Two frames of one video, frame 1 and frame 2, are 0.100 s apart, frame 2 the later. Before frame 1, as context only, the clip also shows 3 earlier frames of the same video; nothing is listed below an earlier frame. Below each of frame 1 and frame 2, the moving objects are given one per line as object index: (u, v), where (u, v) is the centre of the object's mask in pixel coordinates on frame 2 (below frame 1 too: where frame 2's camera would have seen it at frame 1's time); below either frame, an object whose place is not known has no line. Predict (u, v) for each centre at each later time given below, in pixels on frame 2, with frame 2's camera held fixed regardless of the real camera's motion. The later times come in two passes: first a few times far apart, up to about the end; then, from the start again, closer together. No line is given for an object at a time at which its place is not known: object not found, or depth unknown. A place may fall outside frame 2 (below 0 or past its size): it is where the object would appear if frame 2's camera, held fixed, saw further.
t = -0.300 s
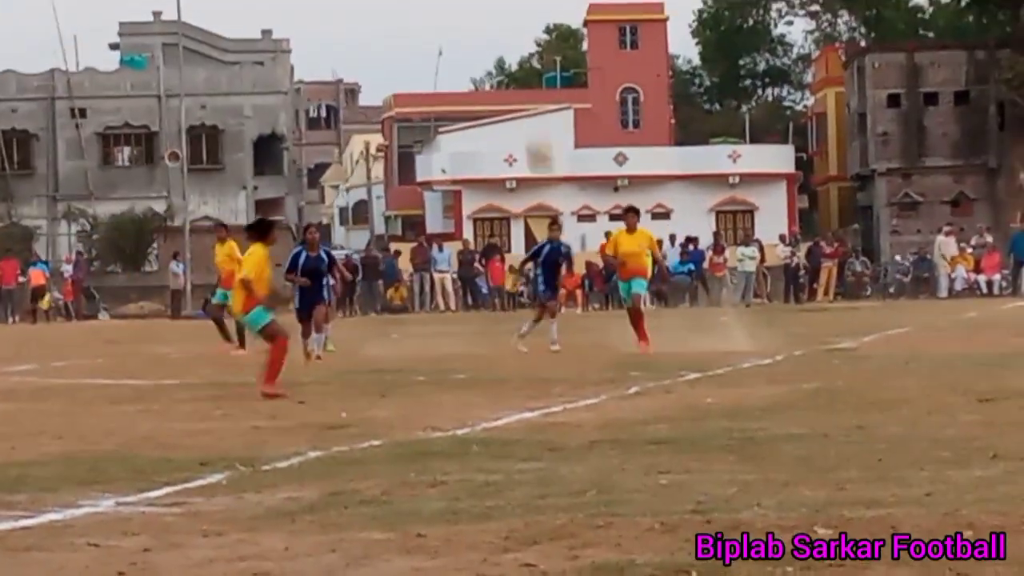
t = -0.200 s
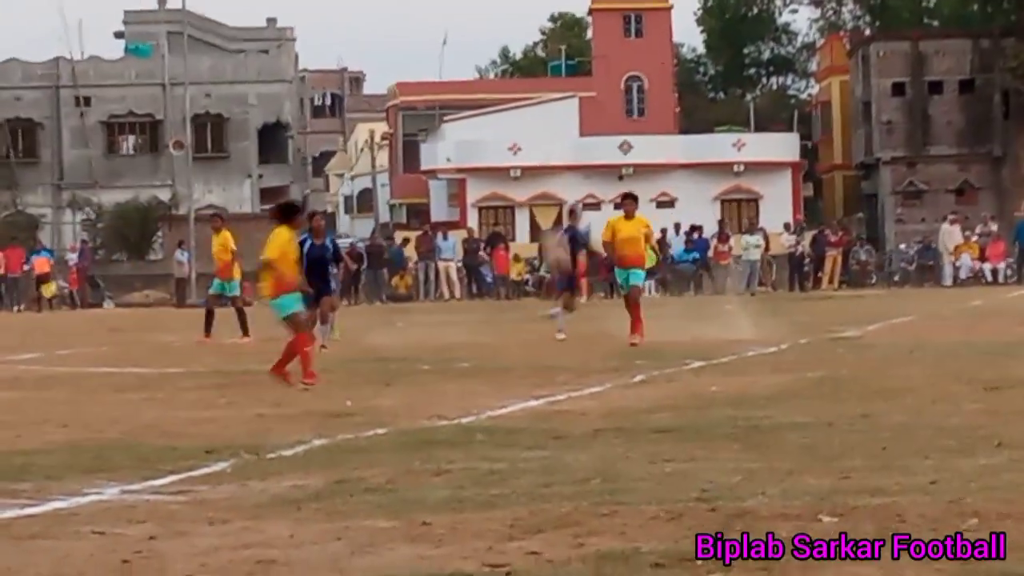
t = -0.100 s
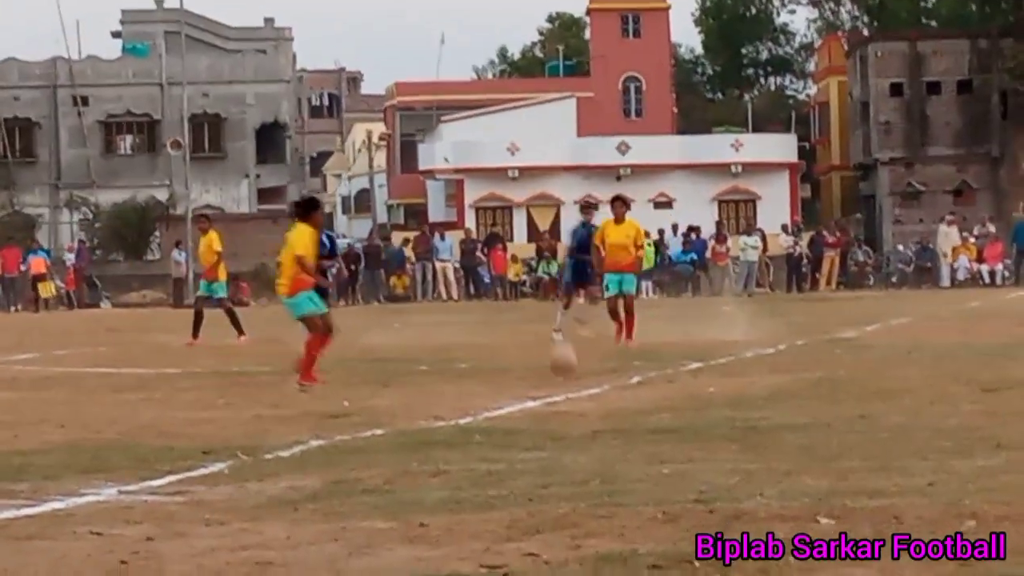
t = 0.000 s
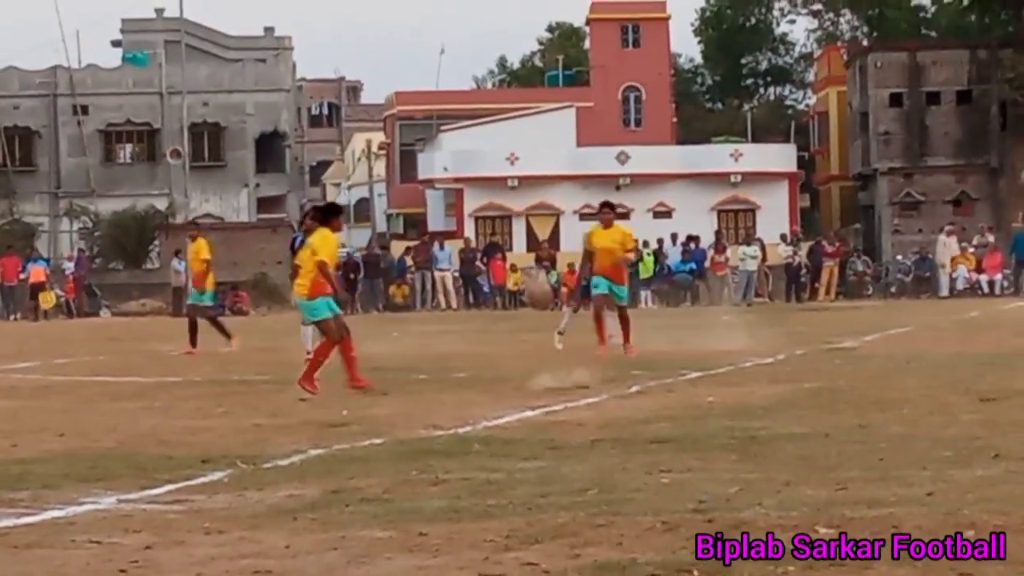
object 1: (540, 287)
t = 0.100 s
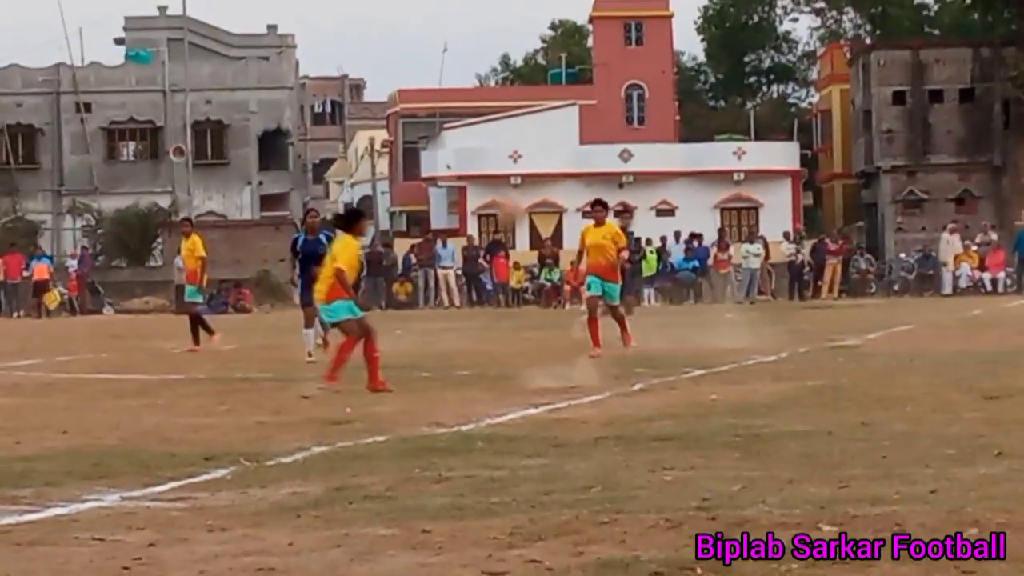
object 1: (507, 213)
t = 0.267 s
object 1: (465, 116)
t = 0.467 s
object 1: (414, 57)
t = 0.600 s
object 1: (381, 46)
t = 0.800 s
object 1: (334, 76)
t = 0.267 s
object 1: (465, 116)
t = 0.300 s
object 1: (457, 101)
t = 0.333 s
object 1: (448, 91)
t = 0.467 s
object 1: (414, 57)
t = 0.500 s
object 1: (406, 51)
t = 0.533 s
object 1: (397, 49)
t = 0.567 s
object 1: (389, 46)
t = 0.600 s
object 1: (381, 46)
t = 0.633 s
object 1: (374, 47)
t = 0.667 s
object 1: (369, 49)
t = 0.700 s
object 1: (360, 53)
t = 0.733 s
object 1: (349, 59)
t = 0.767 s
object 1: (341, 66)
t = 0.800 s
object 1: (334, 76)
